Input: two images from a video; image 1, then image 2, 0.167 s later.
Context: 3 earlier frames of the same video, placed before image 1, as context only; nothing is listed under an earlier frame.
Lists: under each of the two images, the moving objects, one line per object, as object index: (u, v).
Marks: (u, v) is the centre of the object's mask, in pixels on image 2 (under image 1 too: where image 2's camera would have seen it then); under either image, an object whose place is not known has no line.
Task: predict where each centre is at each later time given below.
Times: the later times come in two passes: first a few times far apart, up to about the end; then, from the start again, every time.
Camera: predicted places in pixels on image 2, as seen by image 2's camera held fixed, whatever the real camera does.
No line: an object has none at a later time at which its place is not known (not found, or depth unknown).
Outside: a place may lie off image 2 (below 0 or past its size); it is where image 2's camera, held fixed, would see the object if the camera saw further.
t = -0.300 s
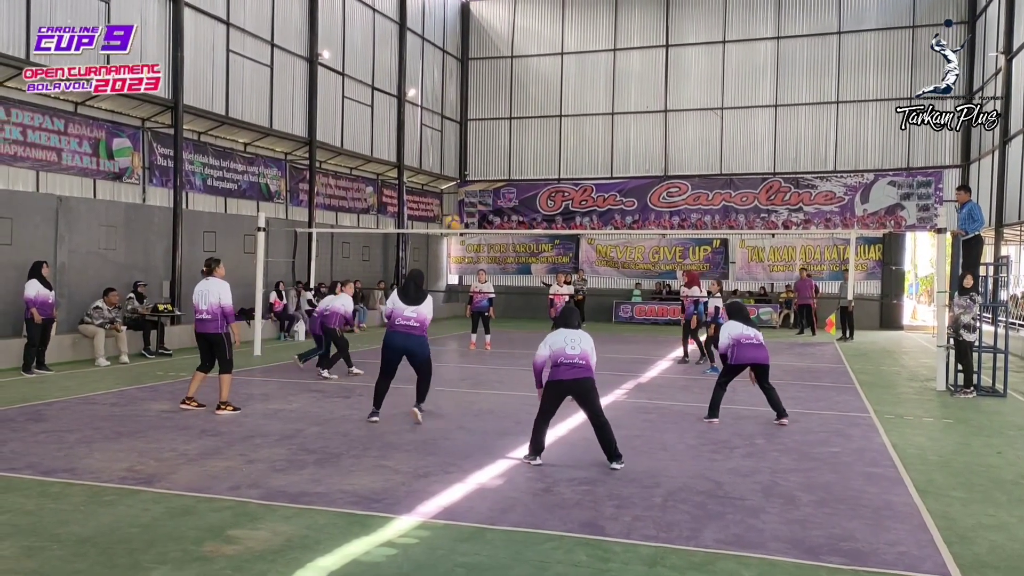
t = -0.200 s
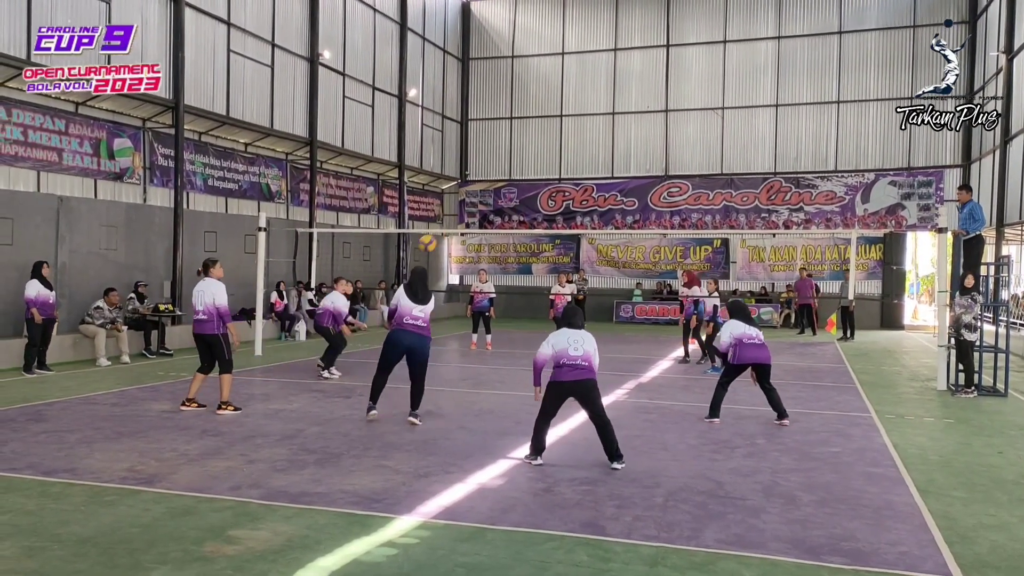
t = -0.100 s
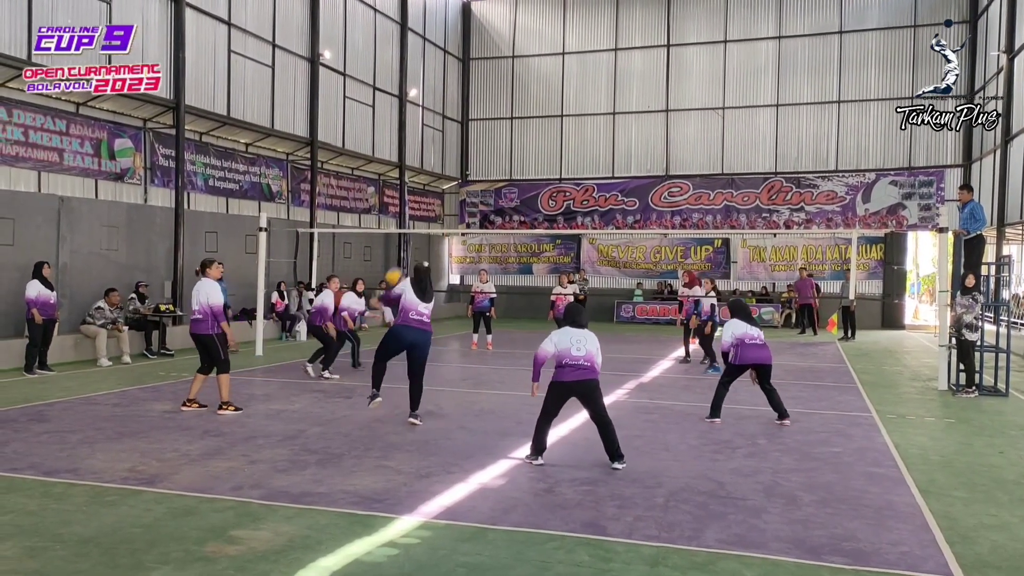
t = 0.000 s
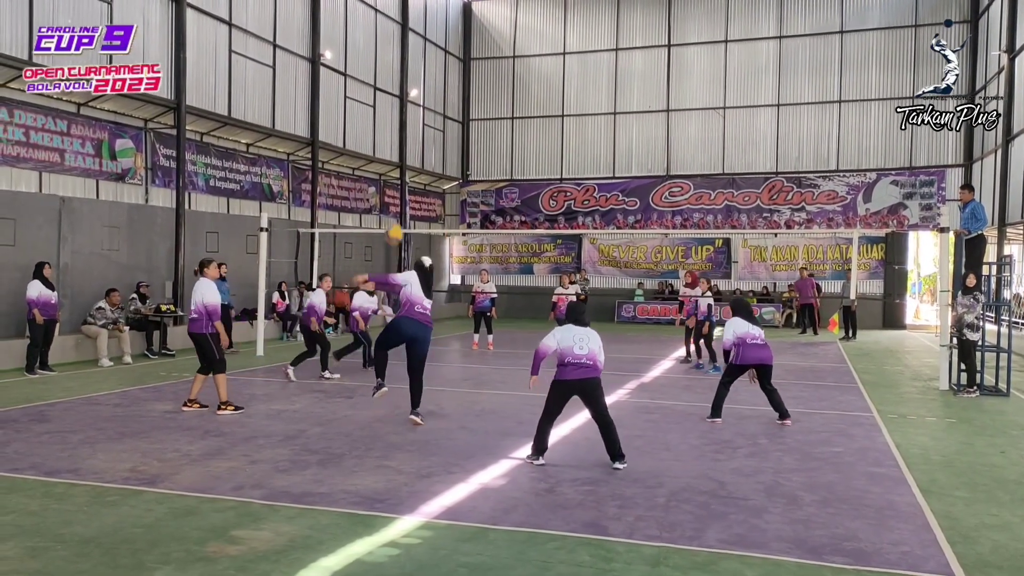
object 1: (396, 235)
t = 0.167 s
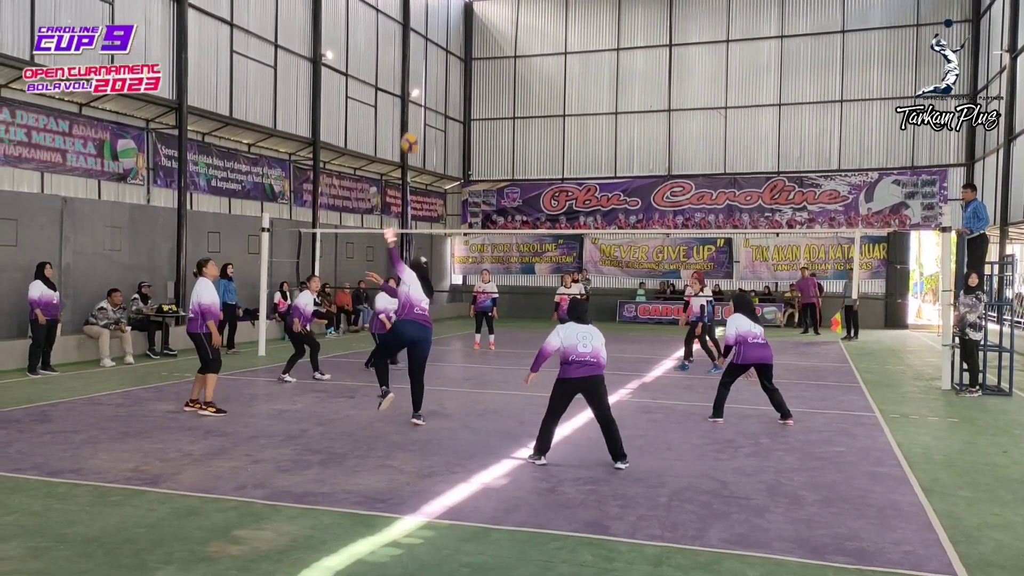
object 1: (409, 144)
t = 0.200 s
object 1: (412, 129)
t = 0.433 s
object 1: (430, 60)
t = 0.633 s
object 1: (443, 41)
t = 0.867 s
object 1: (457, 55)
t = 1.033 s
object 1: (465, 89)
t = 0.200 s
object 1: (412, 129)
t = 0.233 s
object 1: (416, 117)
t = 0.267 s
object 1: (418, 103)
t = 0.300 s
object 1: (421, 93)
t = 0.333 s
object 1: (423, 84)
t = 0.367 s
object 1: (425, 75)
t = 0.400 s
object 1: (429, 67)
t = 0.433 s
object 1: (430, 60)
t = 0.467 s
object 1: (432, 54)
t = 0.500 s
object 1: (435, 49)
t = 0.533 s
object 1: (437, 46)
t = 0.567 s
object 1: (440, 43)
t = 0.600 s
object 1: (442, 42)
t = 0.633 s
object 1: (443, 41)
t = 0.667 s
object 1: (445, 41)
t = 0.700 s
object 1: (447, 41)
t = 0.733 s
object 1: (449, 42)
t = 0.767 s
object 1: (451, 44)
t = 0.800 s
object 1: (453, 47)
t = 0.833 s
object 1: (455, 51)
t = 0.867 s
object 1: (457, 55)
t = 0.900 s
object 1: (458, 61)
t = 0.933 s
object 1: (460, 67)
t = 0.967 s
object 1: (462, 74)
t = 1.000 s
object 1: (464, 81)
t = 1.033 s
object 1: (465, 89)
